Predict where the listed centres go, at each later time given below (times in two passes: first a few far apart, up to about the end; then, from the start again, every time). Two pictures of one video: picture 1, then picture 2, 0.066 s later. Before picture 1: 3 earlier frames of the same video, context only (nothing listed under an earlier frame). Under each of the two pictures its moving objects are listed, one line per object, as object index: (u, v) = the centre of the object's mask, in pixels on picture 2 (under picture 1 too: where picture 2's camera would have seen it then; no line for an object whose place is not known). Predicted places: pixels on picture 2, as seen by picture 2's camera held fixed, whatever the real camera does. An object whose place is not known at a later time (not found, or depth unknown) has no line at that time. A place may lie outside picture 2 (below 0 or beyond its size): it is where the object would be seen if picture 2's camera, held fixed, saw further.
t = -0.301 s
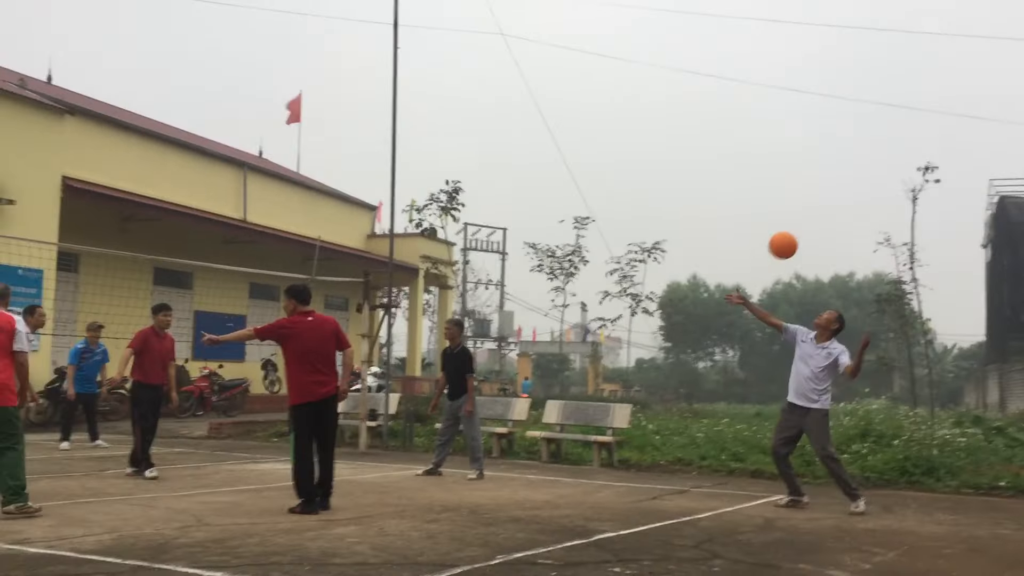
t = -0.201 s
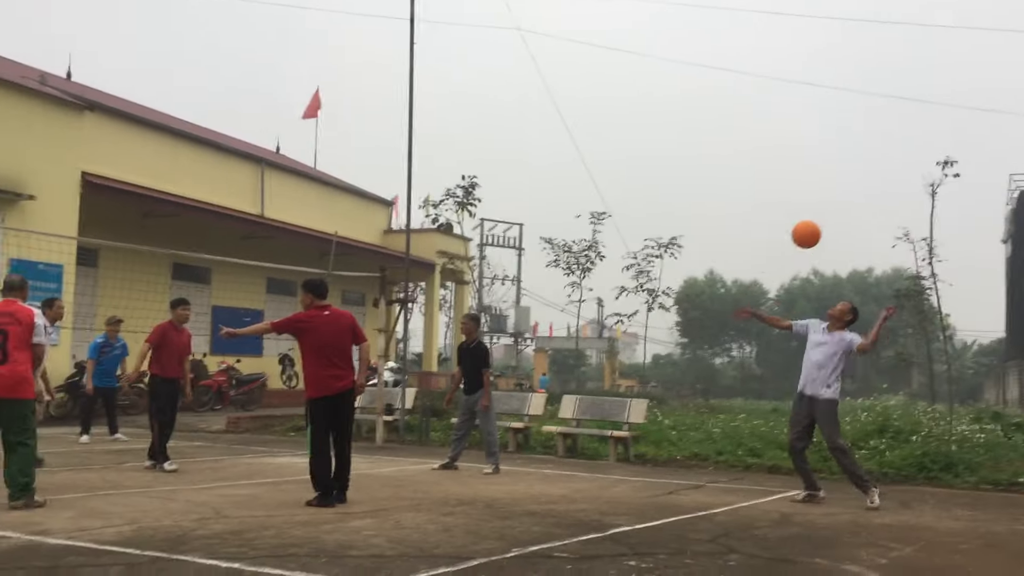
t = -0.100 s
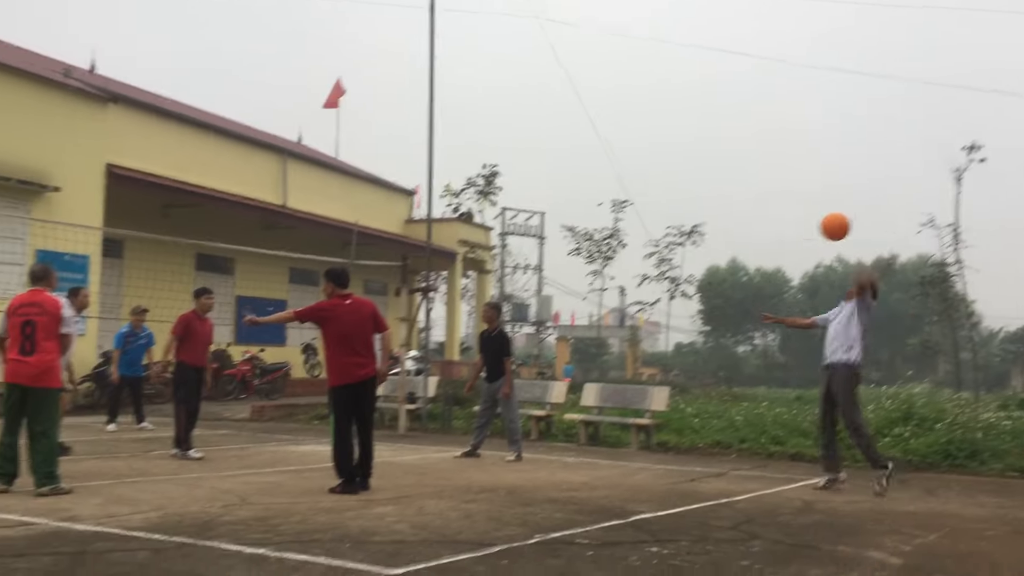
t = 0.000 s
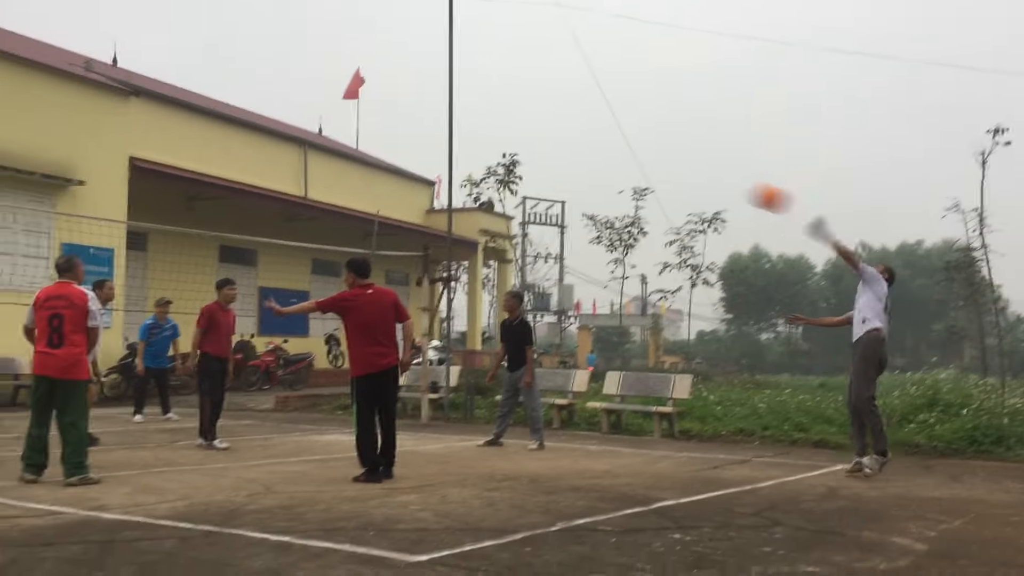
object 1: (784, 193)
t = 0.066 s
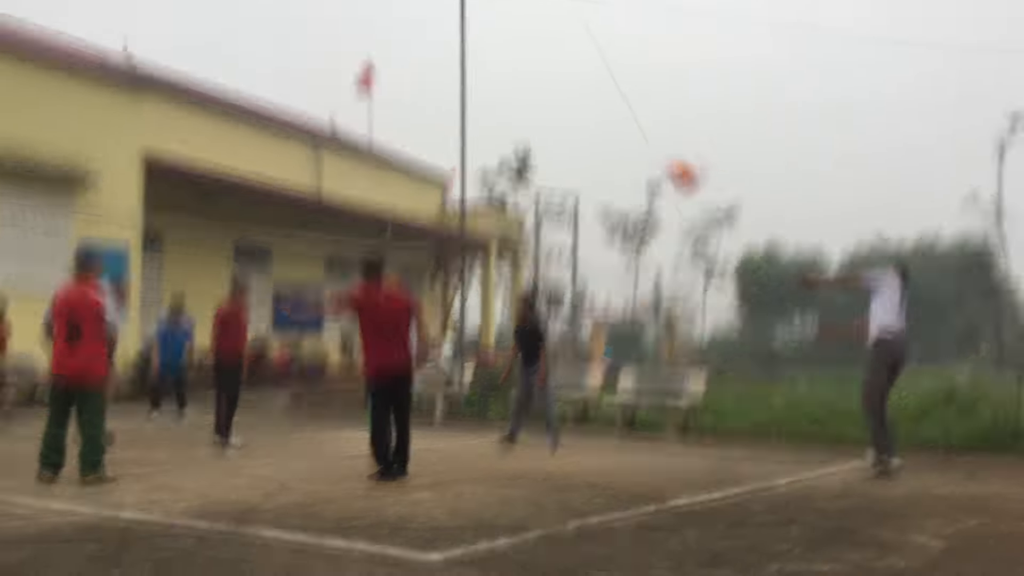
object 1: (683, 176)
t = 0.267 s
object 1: (435, 151)
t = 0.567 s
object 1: (148, 180)
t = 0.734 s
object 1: (13, 220)
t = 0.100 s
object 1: (637, 167)
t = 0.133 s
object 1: (593, 162)
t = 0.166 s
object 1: (551, 159)
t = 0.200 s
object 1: (512, 156)
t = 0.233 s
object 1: (472, 152)
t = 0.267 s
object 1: (435, 151)
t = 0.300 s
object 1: (400, 150)
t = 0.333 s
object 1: (364, 150)
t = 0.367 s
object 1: (330, 152)
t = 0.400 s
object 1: (301, 153)
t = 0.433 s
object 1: (268, 156)
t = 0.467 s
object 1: (235, 163)
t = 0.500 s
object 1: (204, 168)
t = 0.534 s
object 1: (175, 173)
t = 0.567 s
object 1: (148, 180)
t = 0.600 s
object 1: (119, 186)
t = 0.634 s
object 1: (92, 193)
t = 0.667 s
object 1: (65, 201)
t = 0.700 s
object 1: (39, 212)
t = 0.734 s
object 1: (13, 220)
